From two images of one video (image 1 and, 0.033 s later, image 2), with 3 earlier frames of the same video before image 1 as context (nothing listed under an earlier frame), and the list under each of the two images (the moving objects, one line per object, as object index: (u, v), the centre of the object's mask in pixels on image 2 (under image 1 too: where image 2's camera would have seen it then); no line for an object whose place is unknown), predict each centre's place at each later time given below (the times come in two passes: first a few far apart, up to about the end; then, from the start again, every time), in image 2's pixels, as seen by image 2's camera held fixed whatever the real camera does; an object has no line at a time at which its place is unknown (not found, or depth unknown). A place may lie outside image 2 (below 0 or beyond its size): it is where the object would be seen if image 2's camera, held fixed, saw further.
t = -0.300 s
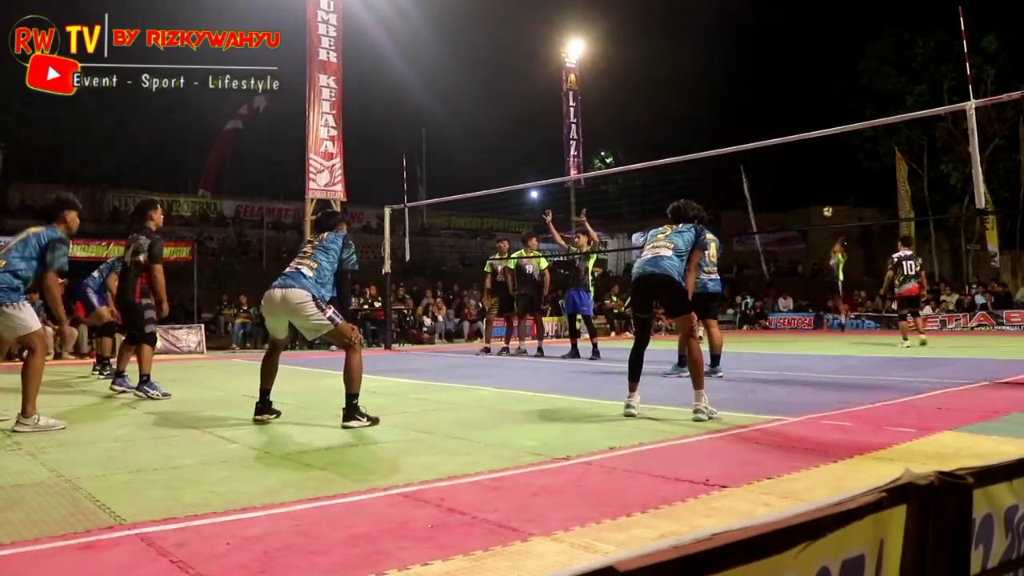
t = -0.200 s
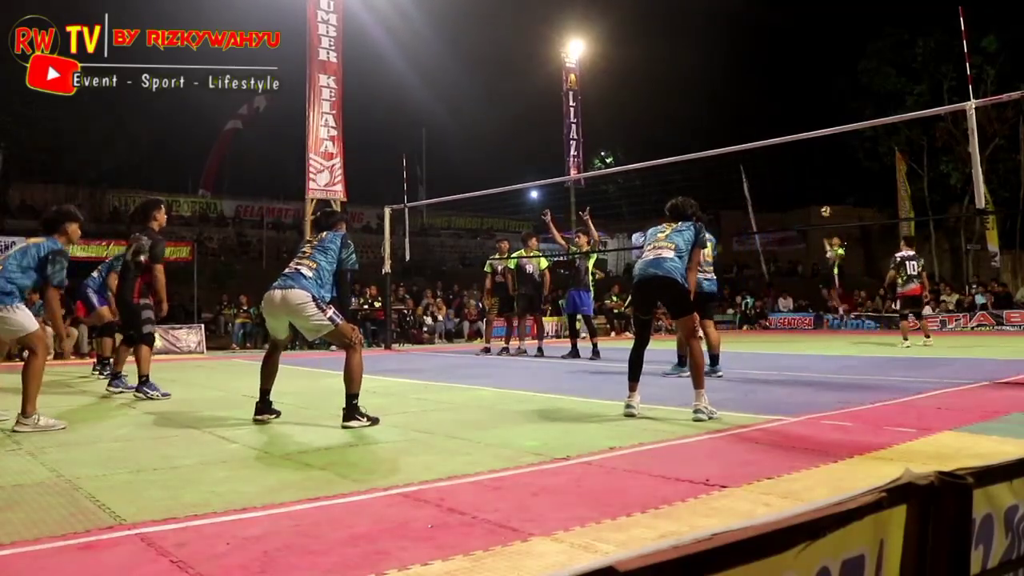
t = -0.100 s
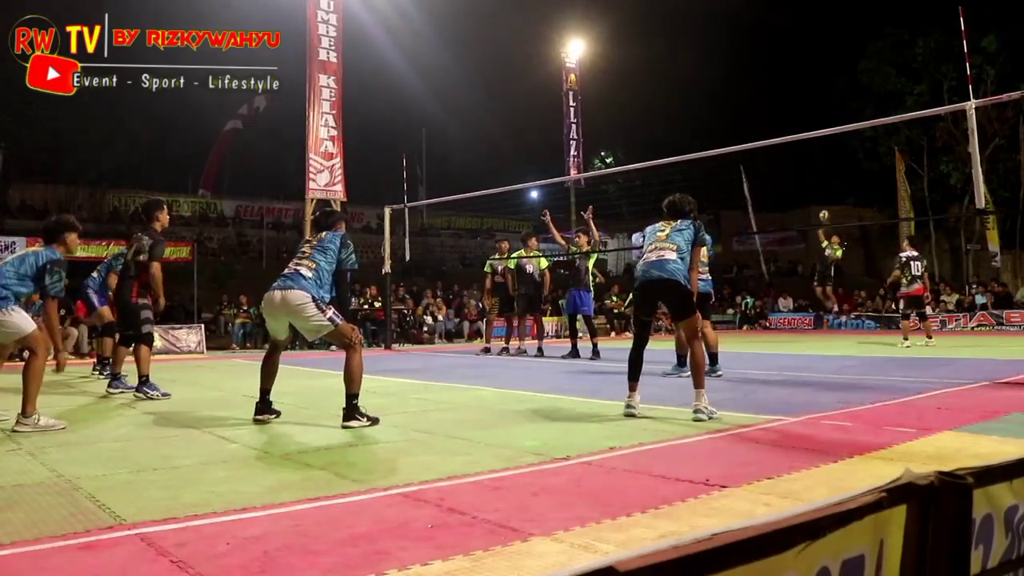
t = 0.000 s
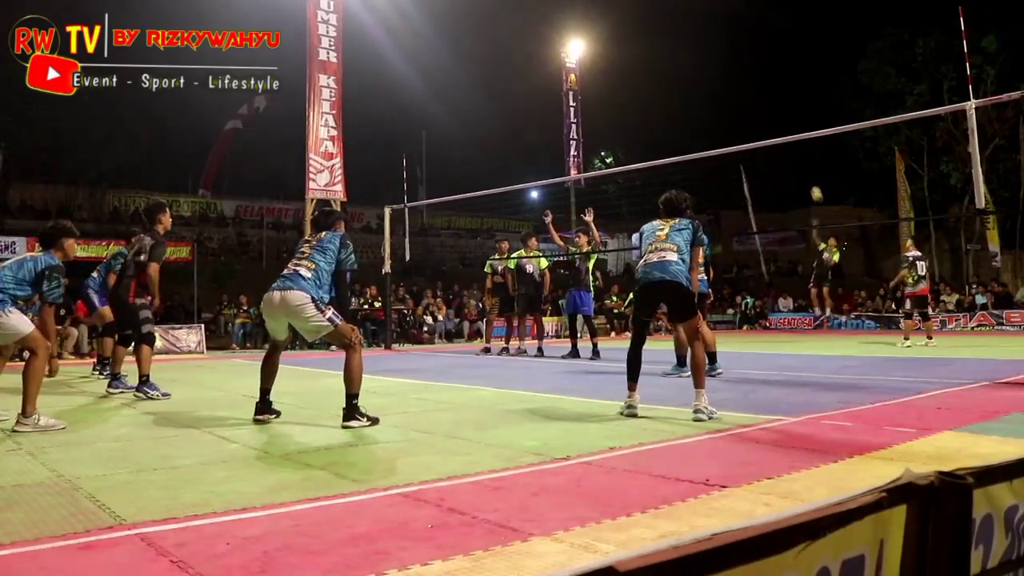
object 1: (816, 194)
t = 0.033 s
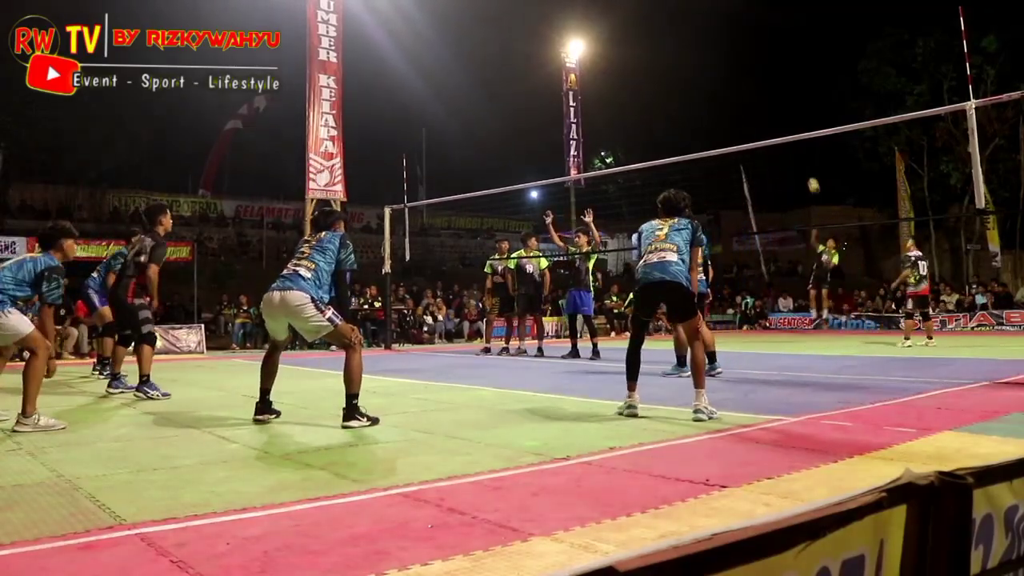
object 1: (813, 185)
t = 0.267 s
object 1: (784, 131)
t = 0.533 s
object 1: (738, 92)
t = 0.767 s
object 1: (683, 84)
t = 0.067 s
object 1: (810, 177)
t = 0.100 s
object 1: (806, 169)
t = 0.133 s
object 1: (802, 160)
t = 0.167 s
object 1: (798, 153)
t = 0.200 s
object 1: (794, 147)
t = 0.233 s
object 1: (790, 140)
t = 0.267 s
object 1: (784, 131)
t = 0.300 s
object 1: (780, 126)
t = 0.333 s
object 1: (774, 120)
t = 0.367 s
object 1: (769, 114)
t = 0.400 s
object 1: (763, 109)
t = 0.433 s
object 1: (757, 104)
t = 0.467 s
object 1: (751, 100)
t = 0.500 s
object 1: (745, 96)
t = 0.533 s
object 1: (738, 92)
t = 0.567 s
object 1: (732, 89)
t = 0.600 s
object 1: (725, 87)
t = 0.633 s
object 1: (717, 85)
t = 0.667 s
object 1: (710, 83)
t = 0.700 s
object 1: (701, 83)
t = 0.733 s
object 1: (692, 83)
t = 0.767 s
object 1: (683, 84)
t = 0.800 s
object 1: (672, 86)
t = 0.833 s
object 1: (661, 89)
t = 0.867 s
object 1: (650, 93)
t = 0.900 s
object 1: (637, 99)
